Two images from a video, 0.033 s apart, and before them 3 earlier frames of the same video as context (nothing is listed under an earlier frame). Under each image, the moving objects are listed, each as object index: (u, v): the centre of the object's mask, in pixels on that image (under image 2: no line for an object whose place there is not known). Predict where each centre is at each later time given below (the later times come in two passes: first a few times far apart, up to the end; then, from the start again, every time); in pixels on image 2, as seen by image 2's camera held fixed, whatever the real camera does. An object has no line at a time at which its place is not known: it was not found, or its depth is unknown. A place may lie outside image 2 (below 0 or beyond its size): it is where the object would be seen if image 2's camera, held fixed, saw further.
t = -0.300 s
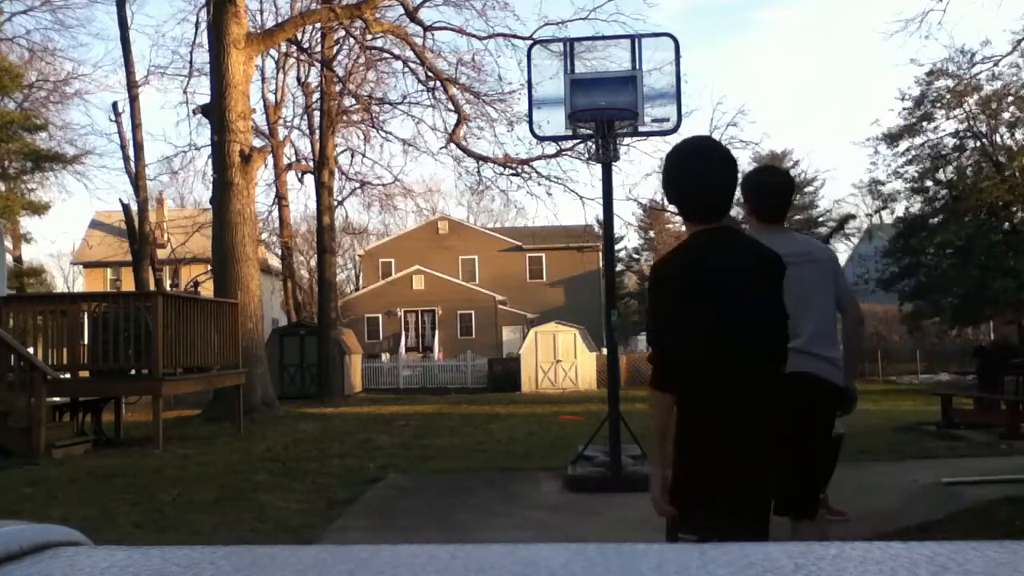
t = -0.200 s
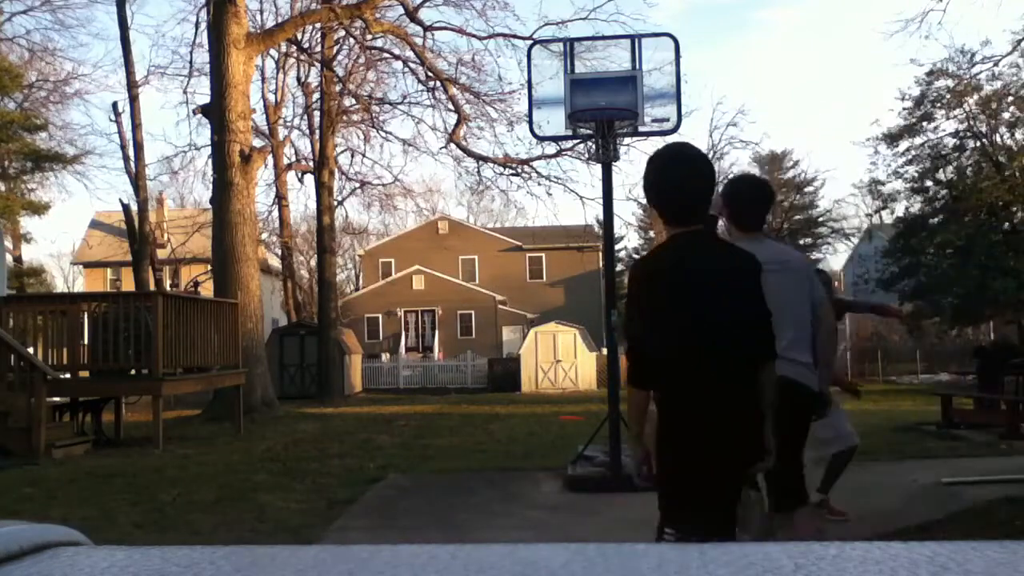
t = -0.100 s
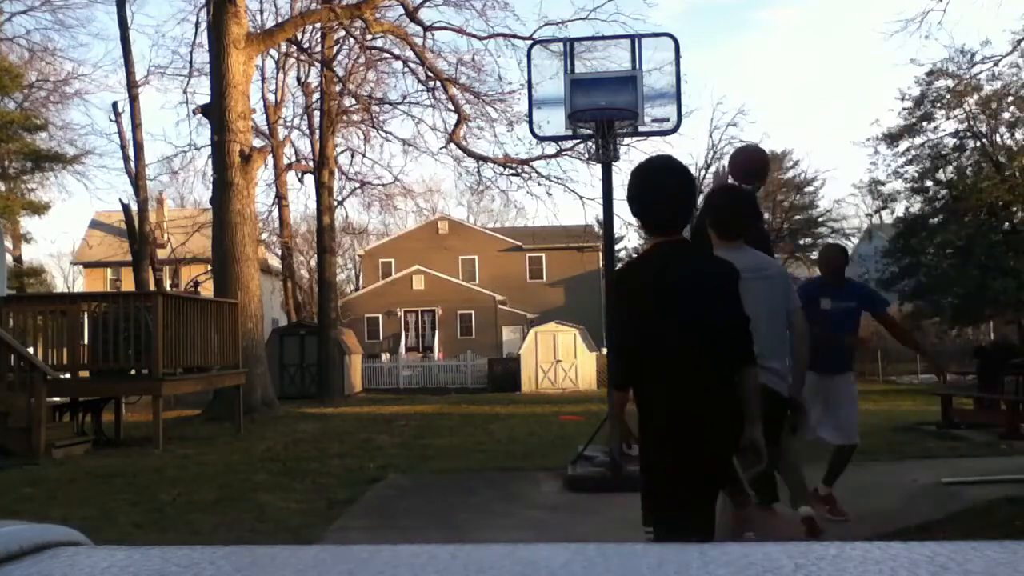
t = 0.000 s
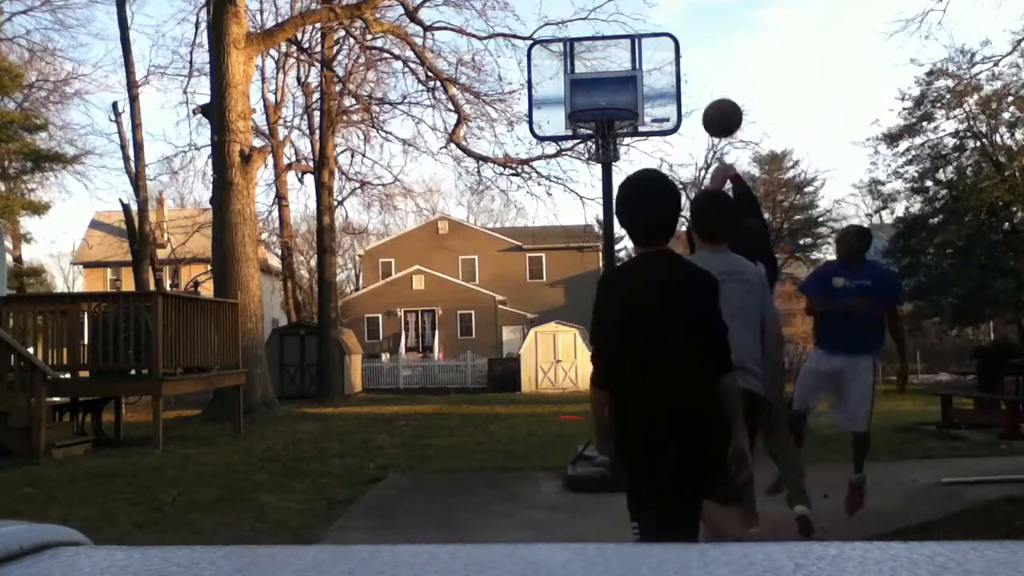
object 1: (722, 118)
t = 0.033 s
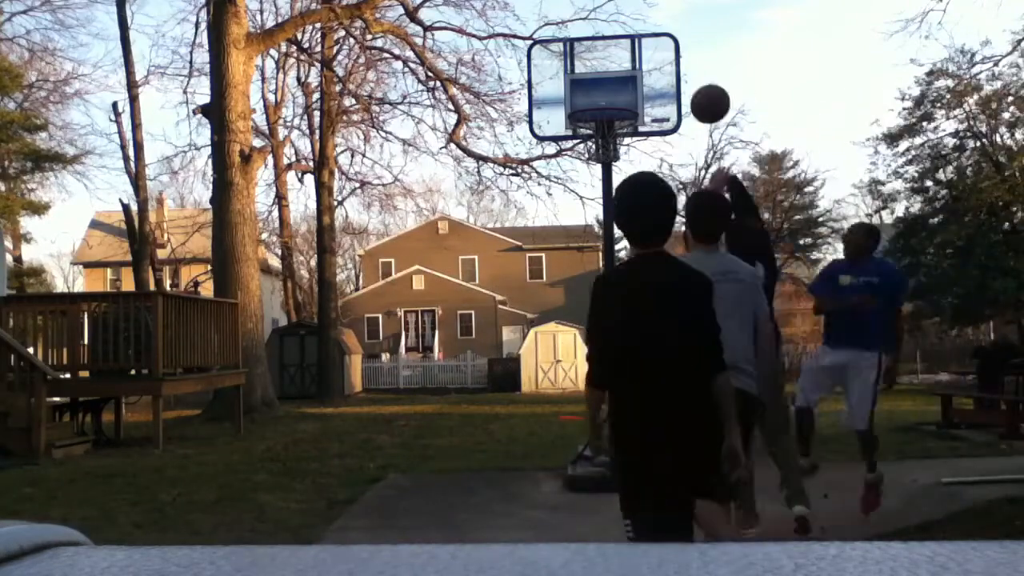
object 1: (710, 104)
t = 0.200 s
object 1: (656, 62)
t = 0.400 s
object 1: (601, 67)
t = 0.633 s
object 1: (563, 98)
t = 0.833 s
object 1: (539, 118)
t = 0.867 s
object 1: (535, 126)
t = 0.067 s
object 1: (698, 91)
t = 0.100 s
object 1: (687, 81)
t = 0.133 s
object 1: (676, 73)
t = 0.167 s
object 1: (666, 66)
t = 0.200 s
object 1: (656, 62)
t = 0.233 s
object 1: (646, 59)
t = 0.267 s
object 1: (636, 57)
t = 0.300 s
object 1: (627, 57)
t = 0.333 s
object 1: (618, 60)
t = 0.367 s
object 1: (609, 62)
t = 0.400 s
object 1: (601, 67)
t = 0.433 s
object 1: (592, 74)
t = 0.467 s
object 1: (585, 82)
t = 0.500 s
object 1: (581, 86)
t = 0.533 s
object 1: (576, 91)
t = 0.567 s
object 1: (571, 97)
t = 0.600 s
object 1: (567, 100)
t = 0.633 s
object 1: (563, 98)
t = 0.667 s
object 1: (560, 97)
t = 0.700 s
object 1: (555, 98)
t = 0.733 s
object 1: (551, 100)
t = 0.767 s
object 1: (547, 104)
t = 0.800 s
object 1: (543, 110)
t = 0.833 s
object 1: (539, 118)
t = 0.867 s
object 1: (535, 126)
